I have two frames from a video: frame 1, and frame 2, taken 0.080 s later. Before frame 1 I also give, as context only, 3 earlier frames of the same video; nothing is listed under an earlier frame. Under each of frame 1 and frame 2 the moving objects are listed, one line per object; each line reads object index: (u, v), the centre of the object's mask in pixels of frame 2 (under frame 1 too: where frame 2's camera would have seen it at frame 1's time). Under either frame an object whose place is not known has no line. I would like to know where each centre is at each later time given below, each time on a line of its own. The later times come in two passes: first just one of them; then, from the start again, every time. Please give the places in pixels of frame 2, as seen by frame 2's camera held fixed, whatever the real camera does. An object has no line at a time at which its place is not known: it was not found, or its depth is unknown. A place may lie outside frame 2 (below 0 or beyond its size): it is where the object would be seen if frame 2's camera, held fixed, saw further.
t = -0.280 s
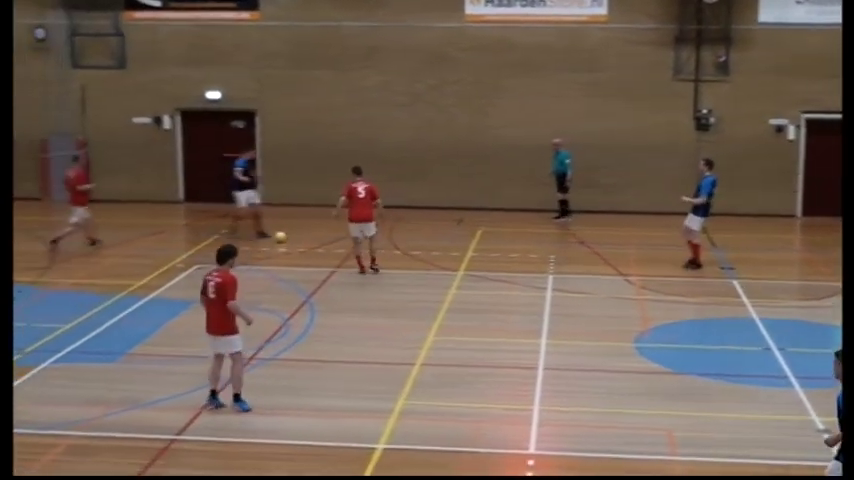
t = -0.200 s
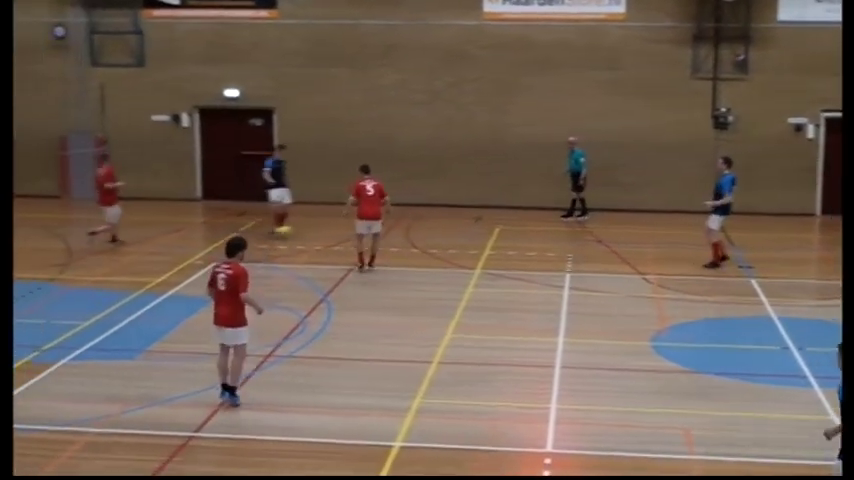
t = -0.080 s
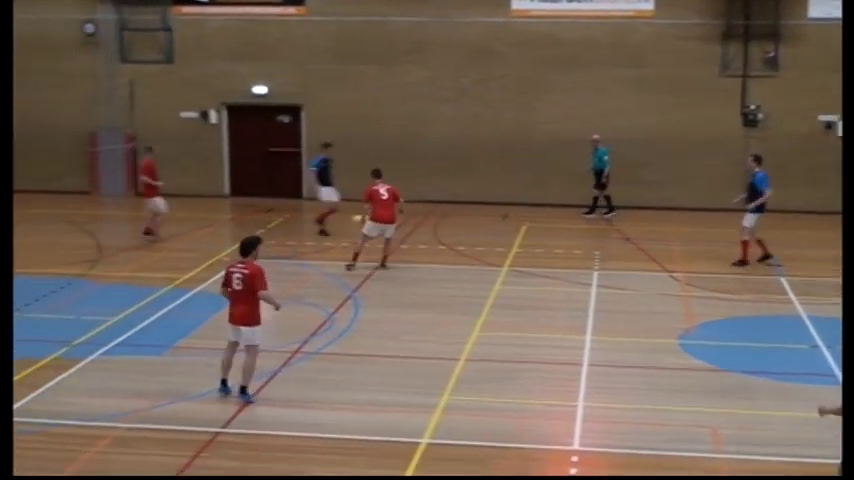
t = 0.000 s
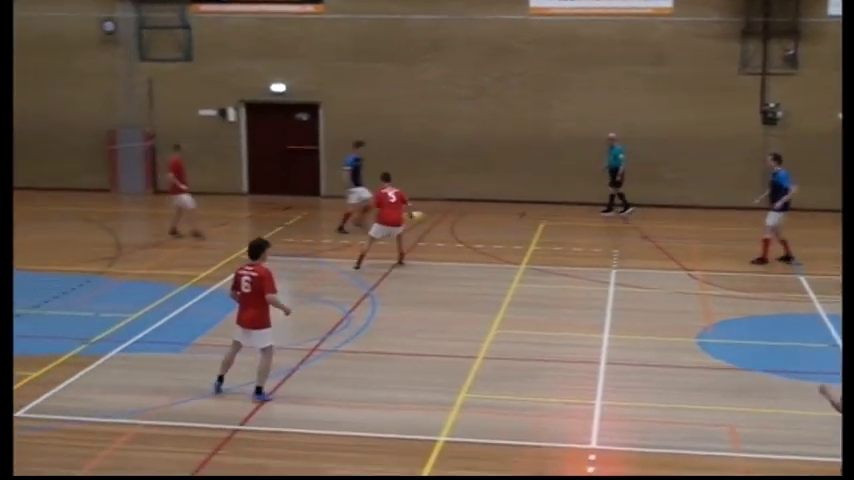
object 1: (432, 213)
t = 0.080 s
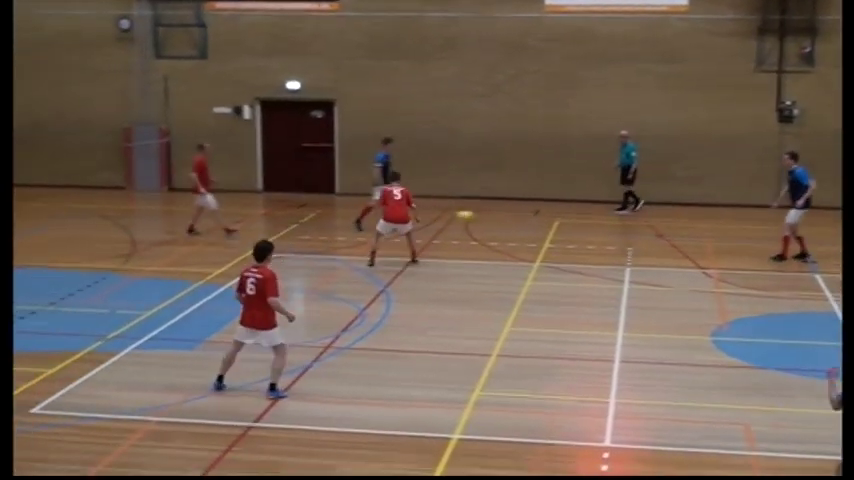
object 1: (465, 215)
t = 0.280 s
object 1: (557, 235)
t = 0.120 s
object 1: (483, 216)
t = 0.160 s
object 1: (501, 220)
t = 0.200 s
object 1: (520, 224)
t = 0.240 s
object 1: (539, 229)
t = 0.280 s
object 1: (557, 235)
